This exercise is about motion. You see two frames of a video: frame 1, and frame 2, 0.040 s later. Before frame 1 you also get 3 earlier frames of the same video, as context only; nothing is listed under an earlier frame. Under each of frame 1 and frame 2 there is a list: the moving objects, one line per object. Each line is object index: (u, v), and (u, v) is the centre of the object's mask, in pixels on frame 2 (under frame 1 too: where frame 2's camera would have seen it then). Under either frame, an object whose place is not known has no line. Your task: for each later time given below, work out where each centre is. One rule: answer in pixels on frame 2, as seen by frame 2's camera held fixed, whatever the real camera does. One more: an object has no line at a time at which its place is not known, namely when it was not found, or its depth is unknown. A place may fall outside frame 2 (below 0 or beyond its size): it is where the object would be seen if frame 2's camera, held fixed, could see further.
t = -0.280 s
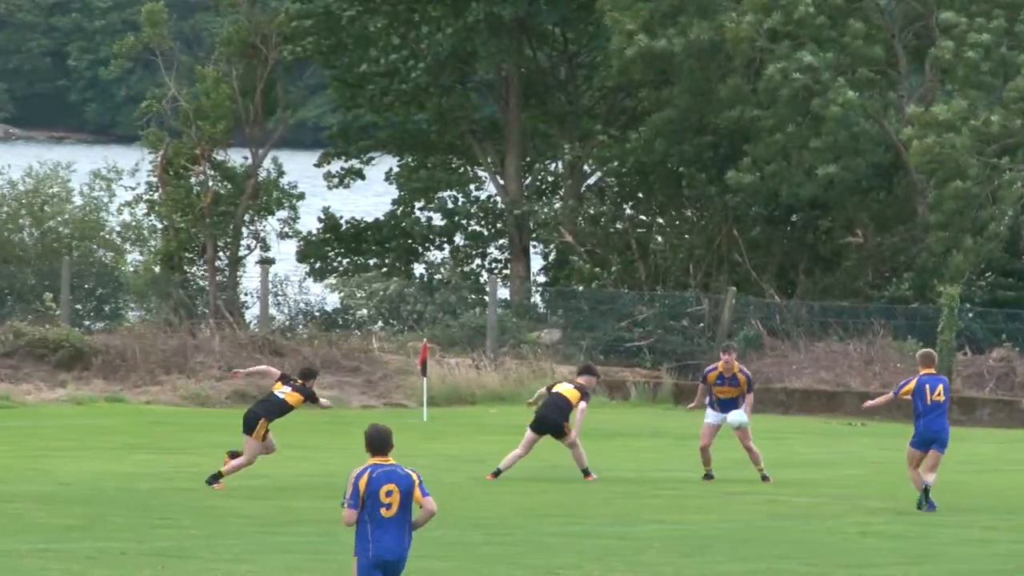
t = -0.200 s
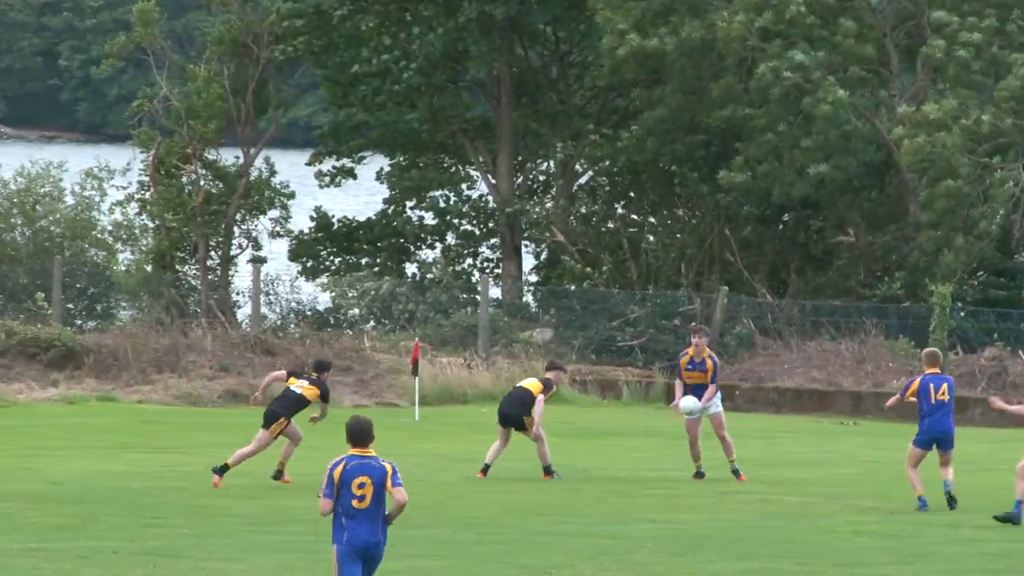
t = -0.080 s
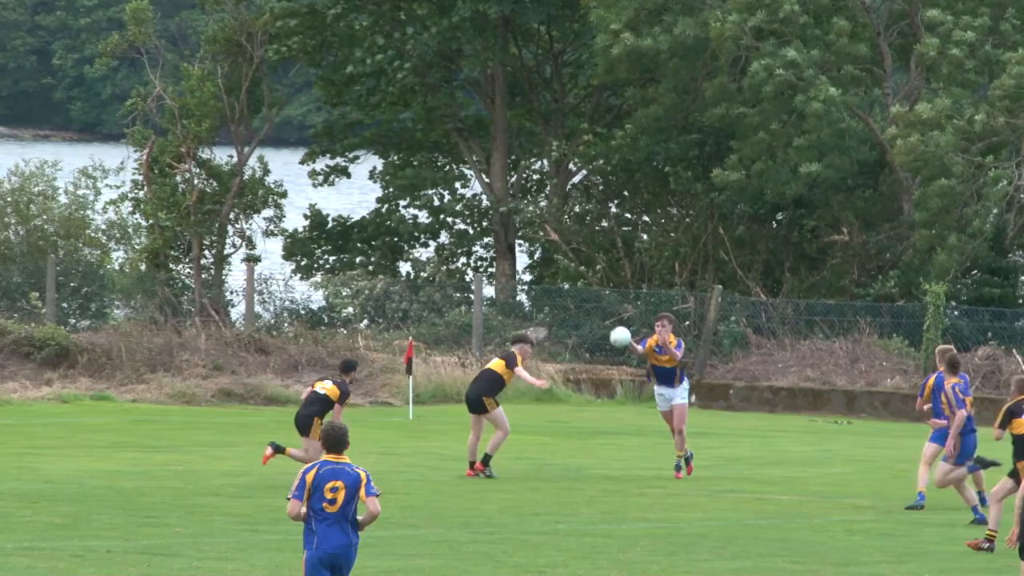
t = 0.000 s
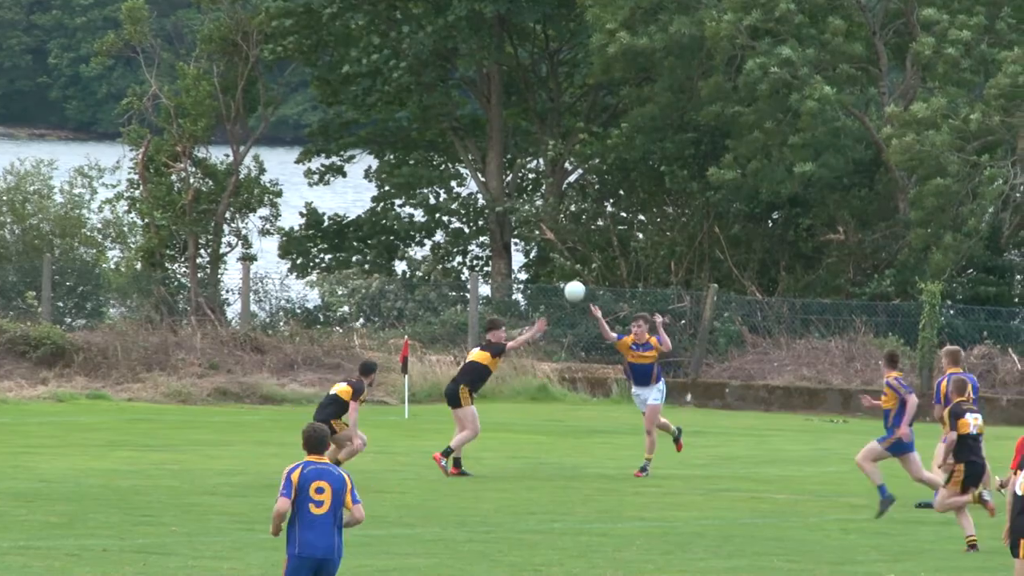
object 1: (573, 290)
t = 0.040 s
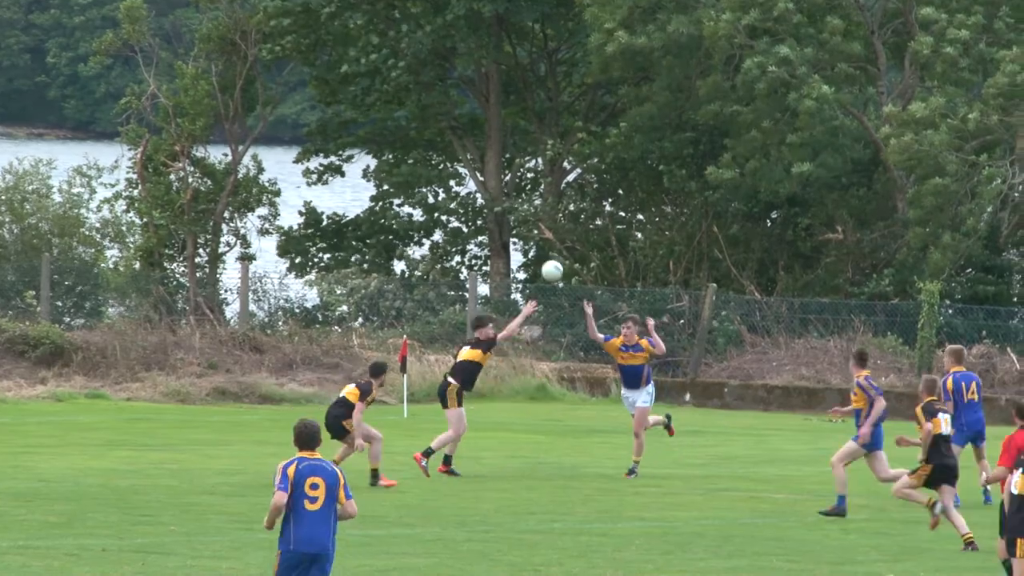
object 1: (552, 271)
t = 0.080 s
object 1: (531, 252)
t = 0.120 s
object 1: (509, 235)
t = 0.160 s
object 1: (487, 219)
